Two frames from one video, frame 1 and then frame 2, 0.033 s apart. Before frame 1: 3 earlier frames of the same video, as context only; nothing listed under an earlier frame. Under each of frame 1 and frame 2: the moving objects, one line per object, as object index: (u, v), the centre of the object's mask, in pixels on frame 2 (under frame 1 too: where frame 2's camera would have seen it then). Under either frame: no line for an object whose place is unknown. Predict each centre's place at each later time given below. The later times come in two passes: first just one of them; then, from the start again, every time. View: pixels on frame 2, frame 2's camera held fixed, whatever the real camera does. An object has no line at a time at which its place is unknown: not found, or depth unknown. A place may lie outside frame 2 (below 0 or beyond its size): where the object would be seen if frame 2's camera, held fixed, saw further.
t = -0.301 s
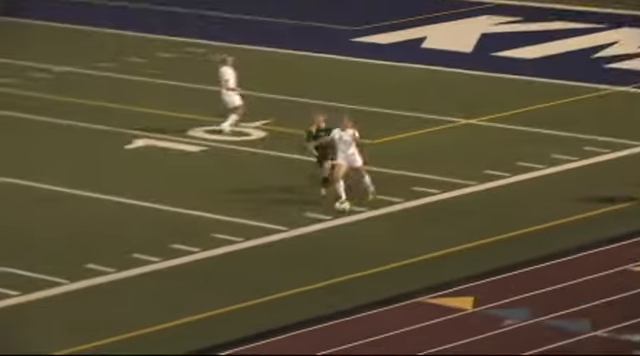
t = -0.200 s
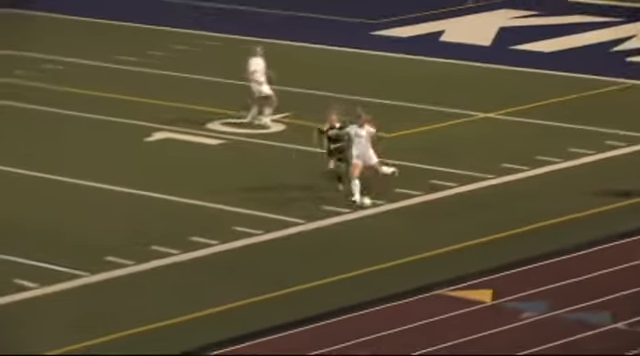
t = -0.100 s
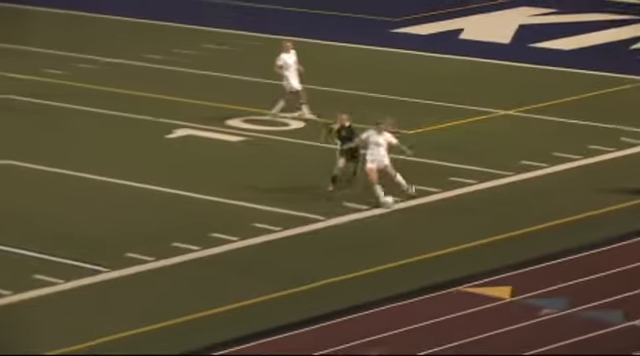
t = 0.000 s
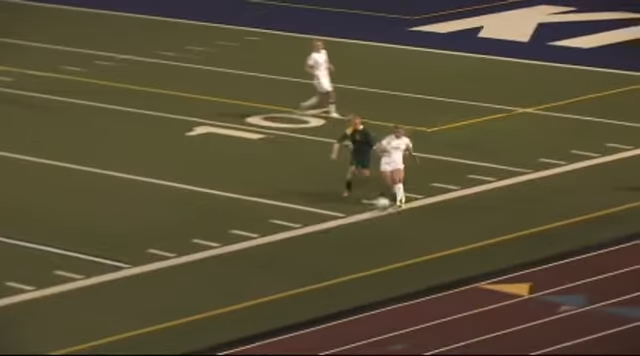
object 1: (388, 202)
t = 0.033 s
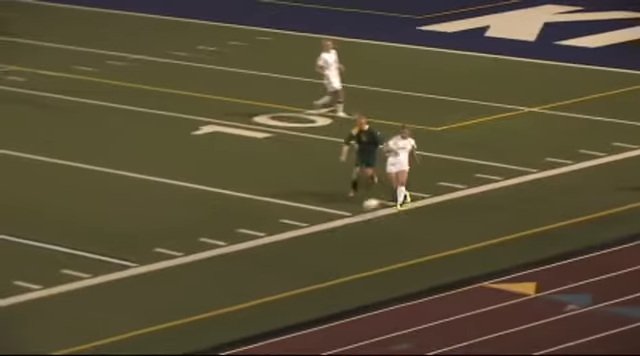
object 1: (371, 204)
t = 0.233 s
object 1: (265, 231)
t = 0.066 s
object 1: (355, 207)
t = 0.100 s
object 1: (337, 210)
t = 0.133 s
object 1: (316, 216)
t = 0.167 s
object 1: (300, 221)
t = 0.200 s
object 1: (282, 225)
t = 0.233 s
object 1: (265, 231)
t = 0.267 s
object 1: (246, 239)
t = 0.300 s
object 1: (229, 243)
